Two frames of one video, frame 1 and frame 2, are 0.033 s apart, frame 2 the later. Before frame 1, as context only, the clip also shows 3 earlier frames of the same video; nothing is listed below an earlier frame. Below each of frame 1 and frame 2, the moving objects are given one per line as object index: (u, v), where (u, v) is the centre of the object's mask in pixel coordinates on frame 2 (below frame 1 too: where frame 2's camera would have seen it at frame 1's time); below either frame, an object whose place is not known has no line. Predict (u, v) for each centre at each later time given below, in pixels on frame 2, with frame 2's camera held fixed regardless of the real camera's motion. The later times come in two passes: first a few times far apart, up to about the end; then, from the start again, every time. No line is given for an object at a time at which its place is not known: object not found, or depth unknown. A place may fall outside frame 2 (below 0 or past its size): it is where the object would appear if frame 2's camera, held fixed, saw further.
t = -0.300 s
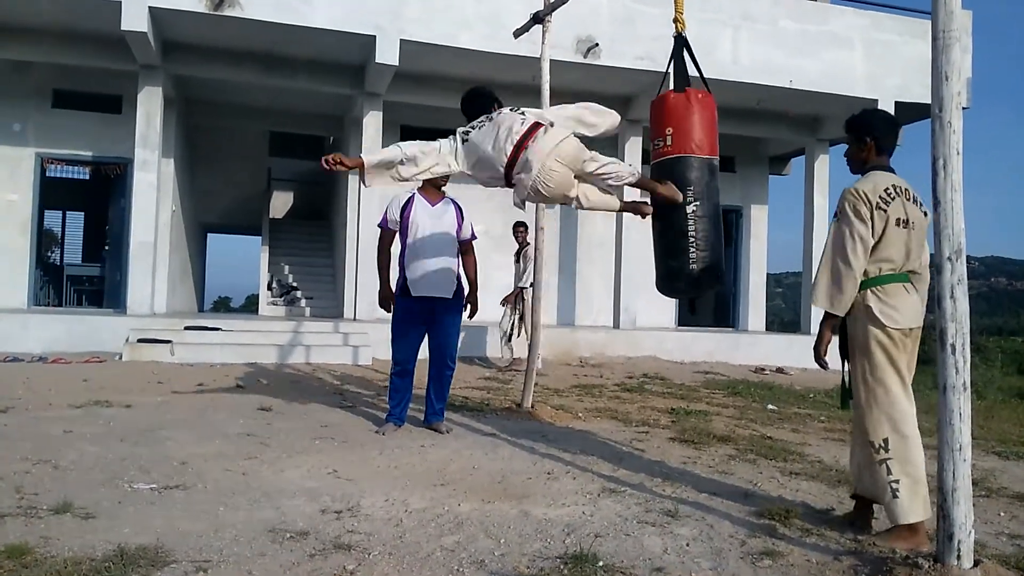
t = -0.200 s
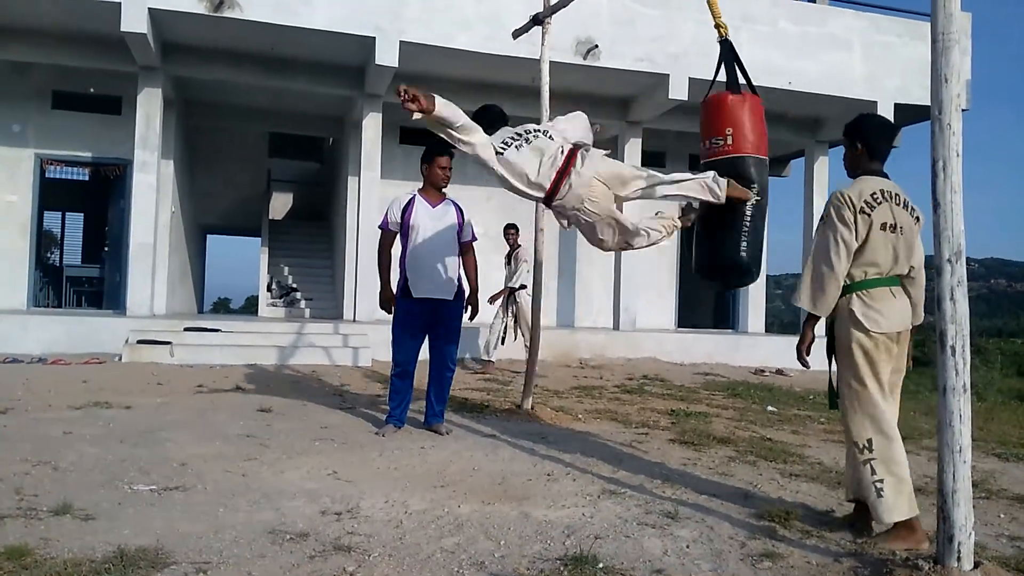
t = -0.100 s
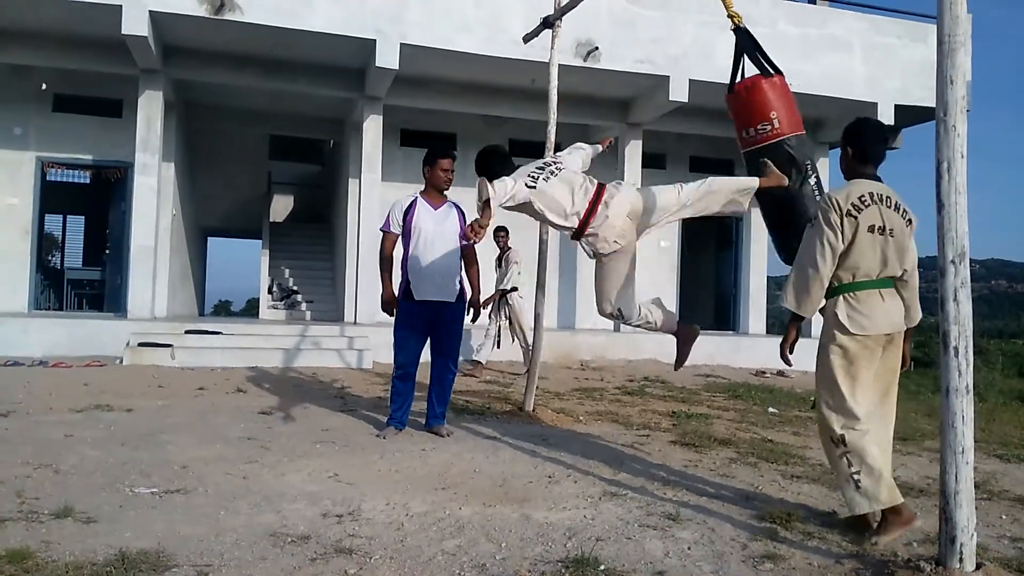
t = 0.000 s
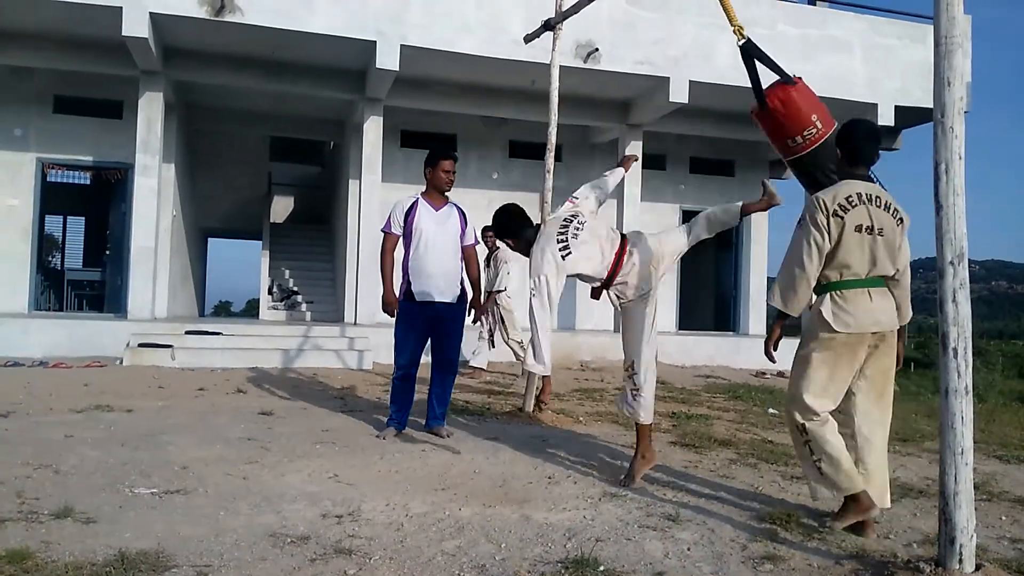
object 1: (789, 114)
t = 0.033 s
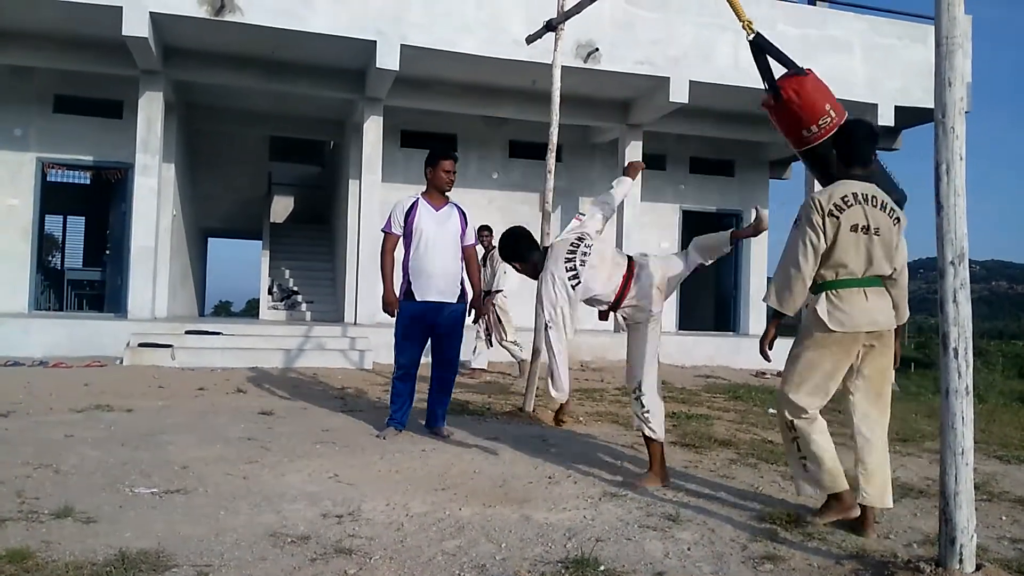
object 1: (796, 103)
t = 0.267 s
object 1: (849, 74)
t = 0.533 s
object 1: (830, 67)
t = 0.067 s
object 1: (822, 105)
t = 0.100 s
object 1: (836, 100)
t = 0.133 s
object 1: (846, 96)
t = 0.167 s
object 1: (852, 90)
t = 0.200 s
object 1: (852, 84)
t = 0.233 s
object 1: (851, 79)
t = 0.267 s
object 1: (849, 74)
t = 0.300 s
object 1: (846, 70)
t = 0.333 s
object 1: (844, 67)
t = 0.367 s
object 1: (842, 64)
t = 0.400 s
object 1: (841, 61)
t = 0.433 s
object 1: (838, 60)
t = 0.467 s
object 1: (835, 61)
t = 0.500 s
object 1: (833, 63)
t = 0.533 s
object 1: (830, 67)
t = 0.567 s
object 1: (826, 72)
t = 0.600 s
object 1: (823, 77)
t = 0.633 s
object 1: (819, 84)
